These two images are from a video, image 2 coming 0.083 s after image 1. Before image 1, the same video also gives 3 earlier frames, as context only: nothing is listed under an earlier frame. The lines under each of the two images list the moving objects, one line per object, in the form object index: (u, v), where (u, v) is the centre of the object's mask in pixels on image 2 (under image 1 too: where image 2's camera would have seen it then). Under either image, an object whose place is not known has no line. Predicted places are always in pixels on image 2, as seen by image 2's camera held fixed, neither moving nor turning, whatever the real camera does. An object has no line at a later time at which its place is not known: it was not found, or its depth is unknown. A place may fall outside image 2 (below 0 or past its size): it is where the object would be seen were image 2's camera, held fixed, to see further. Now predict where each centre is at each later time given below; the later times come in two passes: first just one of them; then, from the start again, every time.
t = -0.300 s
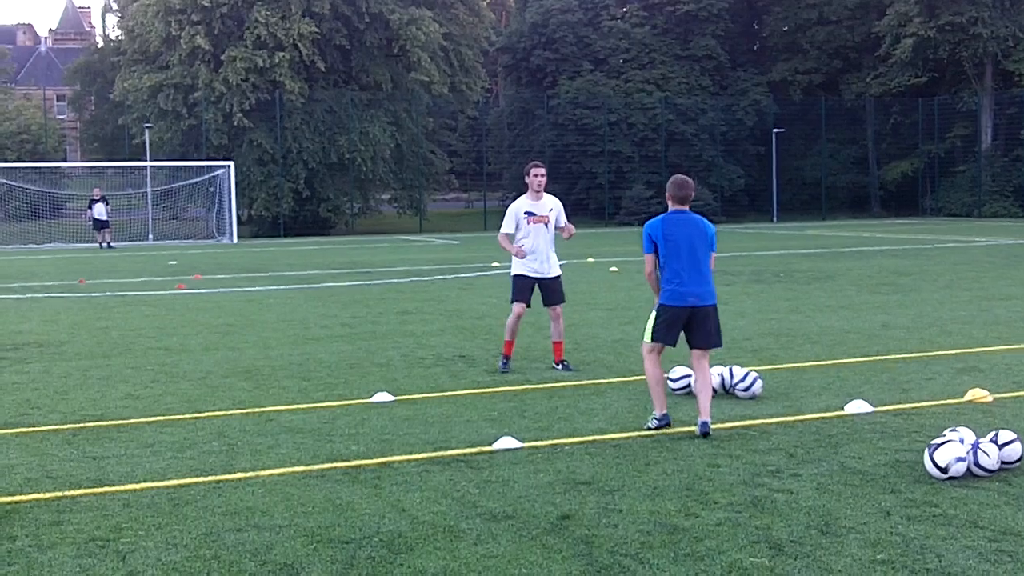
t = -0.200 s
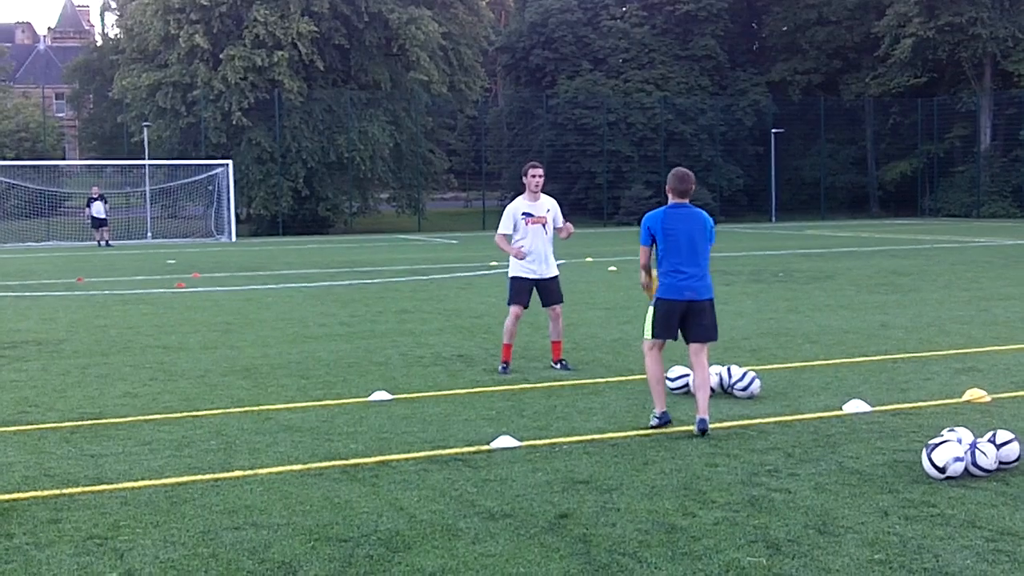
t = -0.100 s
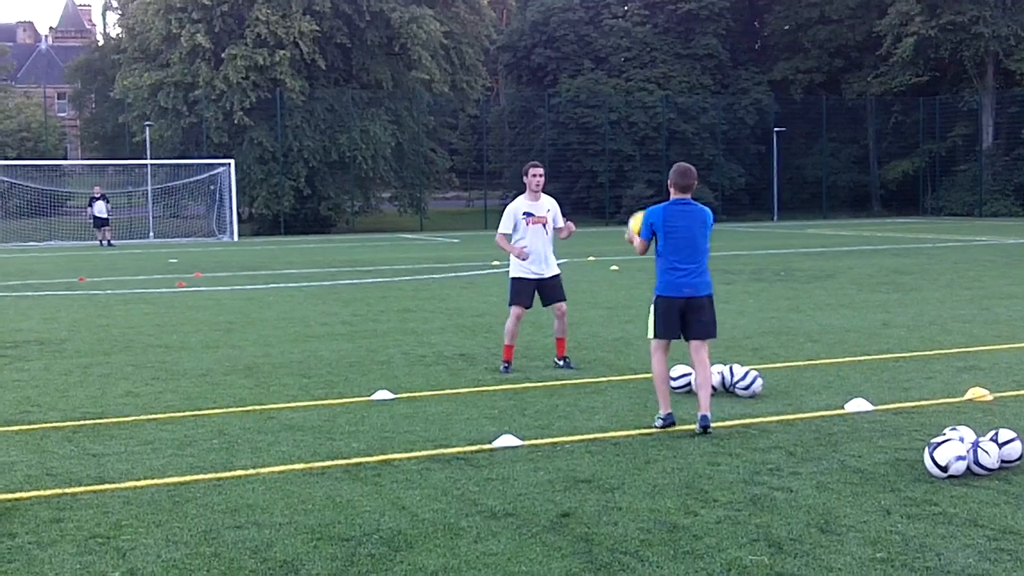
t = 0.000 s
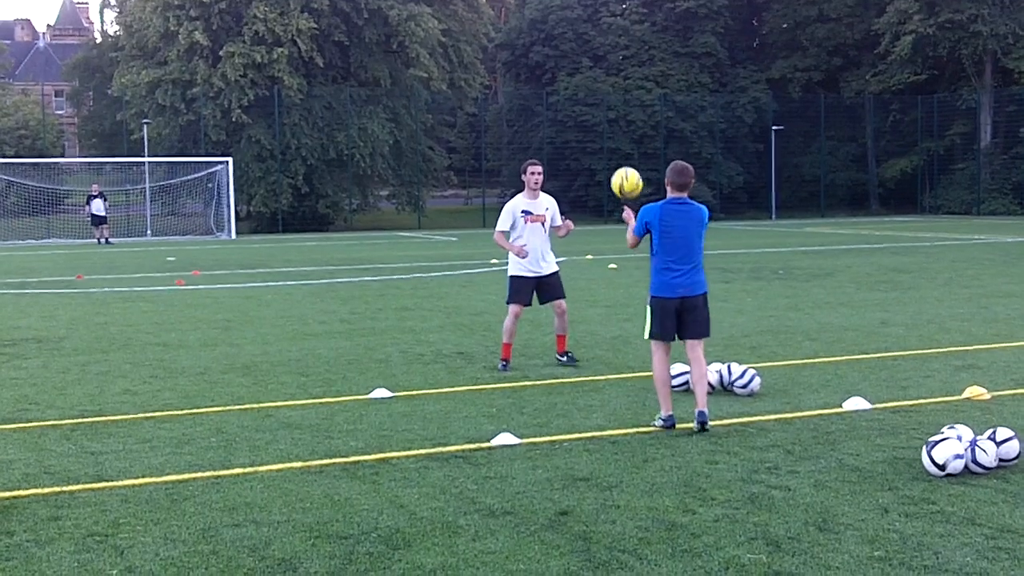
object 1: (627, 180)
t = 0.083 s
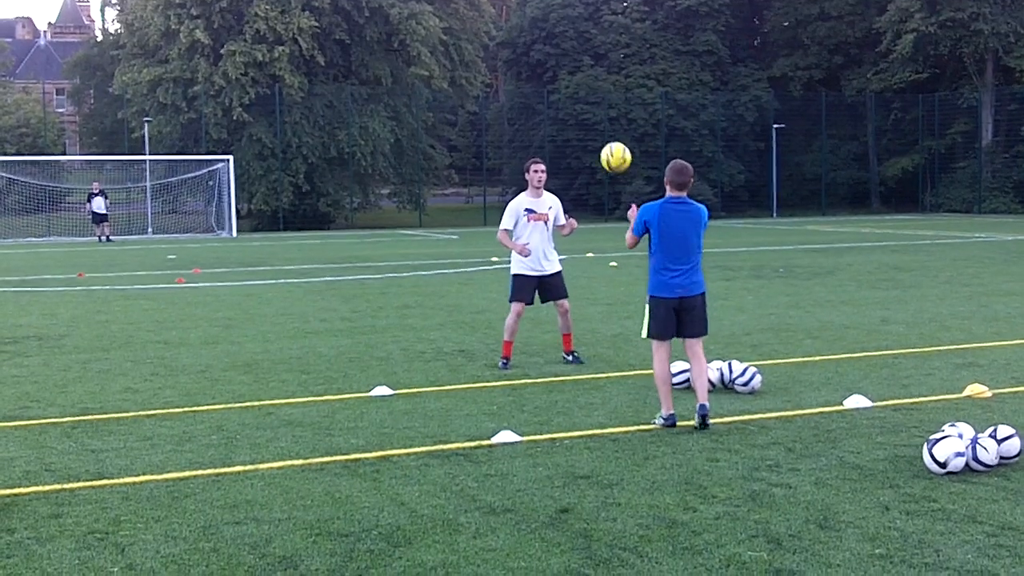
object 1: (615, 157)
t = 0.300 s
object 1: (588, 142)
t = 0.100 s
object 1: (613, 154)
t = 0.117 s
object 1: (611, 151)
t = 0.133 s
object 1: (609, 148)
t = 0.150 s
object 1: (607, 145)
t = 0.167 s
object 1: (605, 144)
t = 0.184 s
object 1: (602, 142)
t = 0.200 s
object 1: (600, 141)
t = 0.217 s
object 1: (598, 140)
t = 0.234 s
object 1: (596, 140)
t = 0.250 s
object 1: (594, 140)
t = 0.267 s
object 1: (592, 140)
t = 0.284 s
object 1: (590, 140)
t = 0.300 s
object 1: (588, 142)
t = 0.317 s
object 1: (586, 143)
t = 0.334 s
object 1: (584, 144)
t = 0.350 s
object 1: (582, 147)
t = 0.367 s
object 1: (580, 149)
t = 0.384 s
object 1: (578, 152)
